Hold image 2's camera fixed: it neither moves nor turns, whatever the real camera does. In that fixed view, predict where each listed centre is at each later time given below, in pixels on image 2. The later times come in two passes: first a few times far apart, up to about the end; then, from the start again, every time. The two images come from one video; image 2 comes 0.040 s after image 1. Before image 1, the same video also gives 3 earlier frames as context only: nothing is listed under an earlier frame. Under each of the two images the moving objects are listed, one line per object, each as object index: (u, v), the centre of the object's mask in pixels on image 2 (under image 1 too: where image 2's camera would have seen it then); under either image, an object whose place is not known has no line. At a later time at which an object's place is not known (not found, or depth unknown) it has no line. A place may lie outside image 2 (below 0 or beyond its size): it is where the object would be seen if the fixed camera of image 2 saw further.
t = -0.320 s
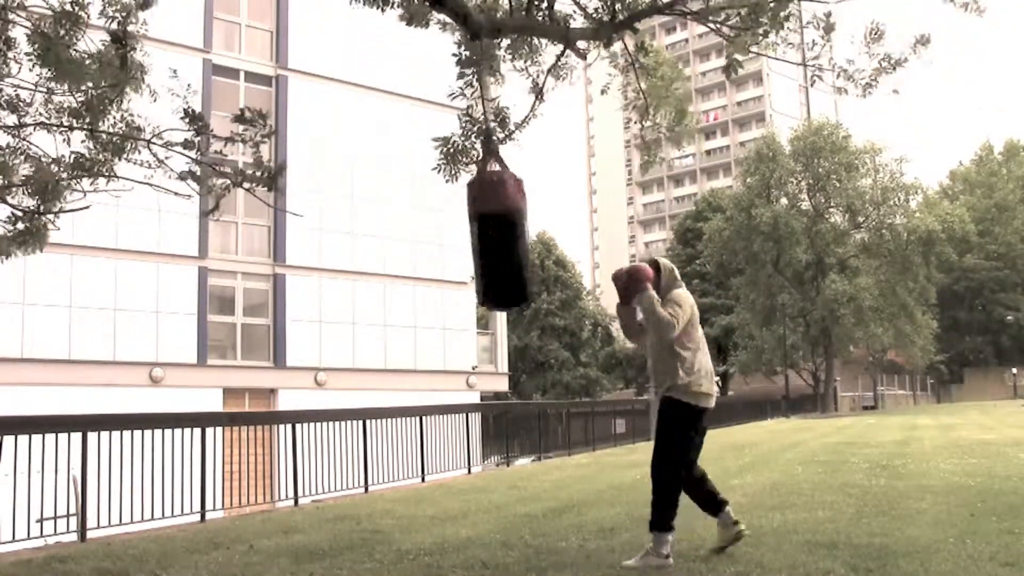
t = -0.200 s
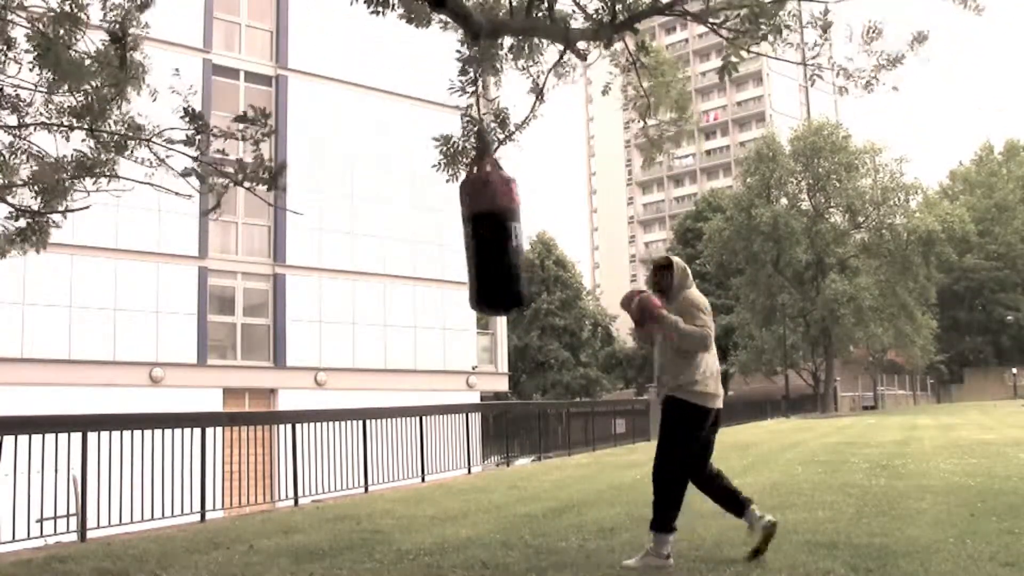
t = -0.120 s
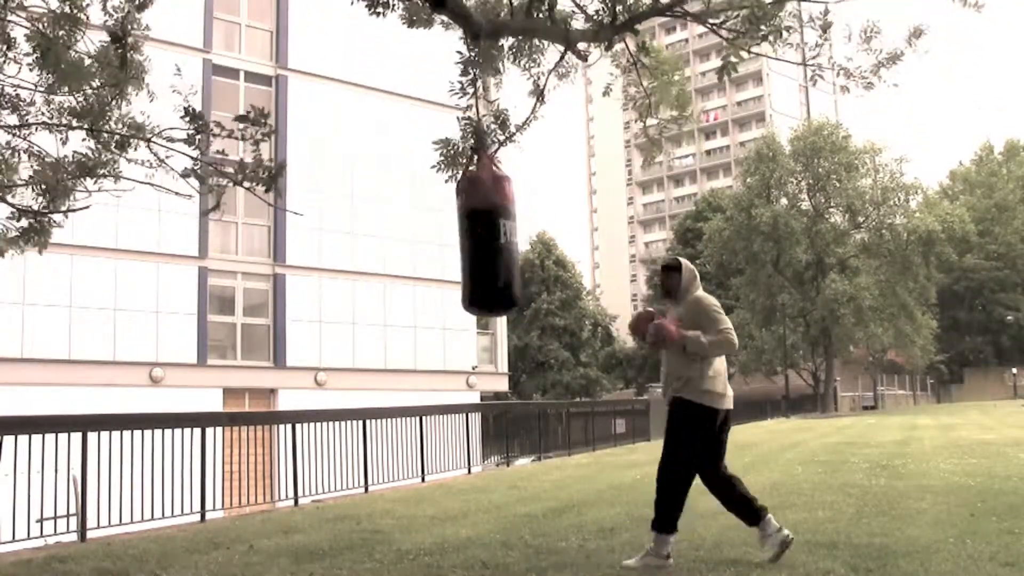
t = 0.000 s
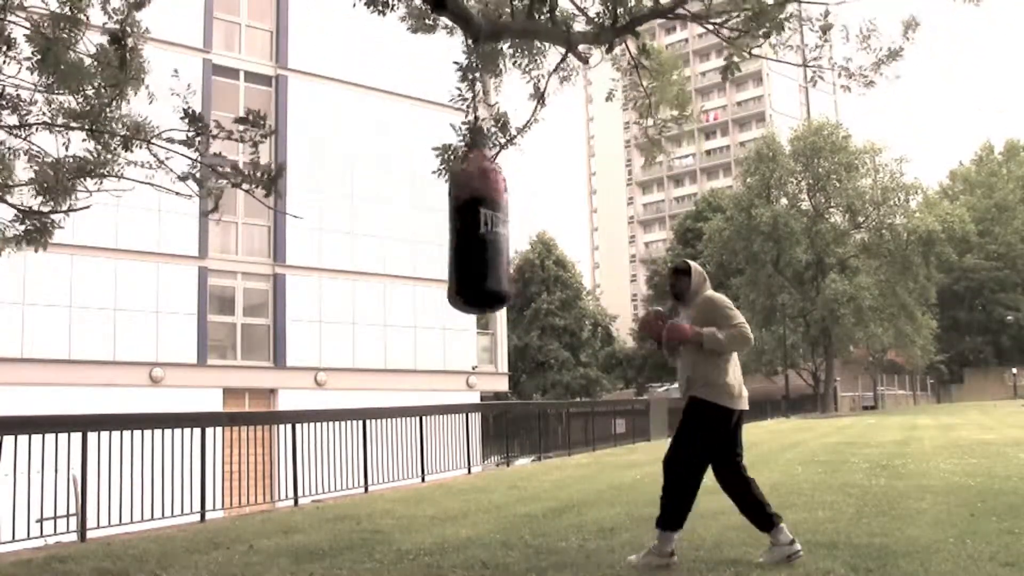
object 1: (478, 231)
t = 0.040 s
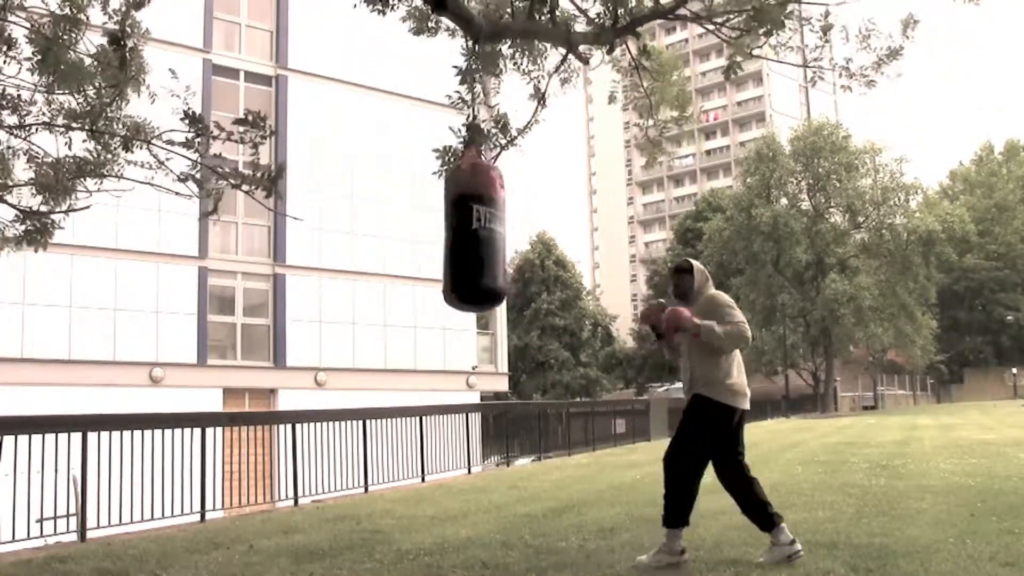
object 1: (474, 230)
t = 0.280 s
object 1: (452, 210)
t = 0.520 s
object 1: (441, 202)
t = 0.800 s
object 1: (452, 223)
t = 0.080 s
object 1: (470, 227)
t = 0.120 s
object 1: (466, 223)
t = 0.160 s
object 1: (462, 219)
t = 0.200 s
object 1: (459, 216)
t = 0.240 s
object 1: (456, 213)
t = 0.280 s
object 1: (452, 210)
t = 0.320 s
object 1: (450, 207)
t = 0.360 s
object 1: (448, 204)
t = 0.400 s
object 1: (445, 203)
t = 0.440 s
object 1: (443, 202)
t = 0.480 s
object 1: (442, 202)
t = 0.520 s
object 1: (441, 202)
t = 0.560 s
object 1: (441, 203)
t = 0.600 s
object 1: (442, 205)
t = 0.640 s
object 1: (443, 208)
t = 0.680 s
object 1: (444, 211)
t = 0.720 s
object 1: (447, 215)
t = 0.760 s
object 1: (449, 219)
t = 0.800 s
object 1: (452, 223)
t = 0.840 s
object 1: (454, 226)
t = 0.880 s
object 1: (457, 230)
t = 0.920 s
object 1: (461, 232)
